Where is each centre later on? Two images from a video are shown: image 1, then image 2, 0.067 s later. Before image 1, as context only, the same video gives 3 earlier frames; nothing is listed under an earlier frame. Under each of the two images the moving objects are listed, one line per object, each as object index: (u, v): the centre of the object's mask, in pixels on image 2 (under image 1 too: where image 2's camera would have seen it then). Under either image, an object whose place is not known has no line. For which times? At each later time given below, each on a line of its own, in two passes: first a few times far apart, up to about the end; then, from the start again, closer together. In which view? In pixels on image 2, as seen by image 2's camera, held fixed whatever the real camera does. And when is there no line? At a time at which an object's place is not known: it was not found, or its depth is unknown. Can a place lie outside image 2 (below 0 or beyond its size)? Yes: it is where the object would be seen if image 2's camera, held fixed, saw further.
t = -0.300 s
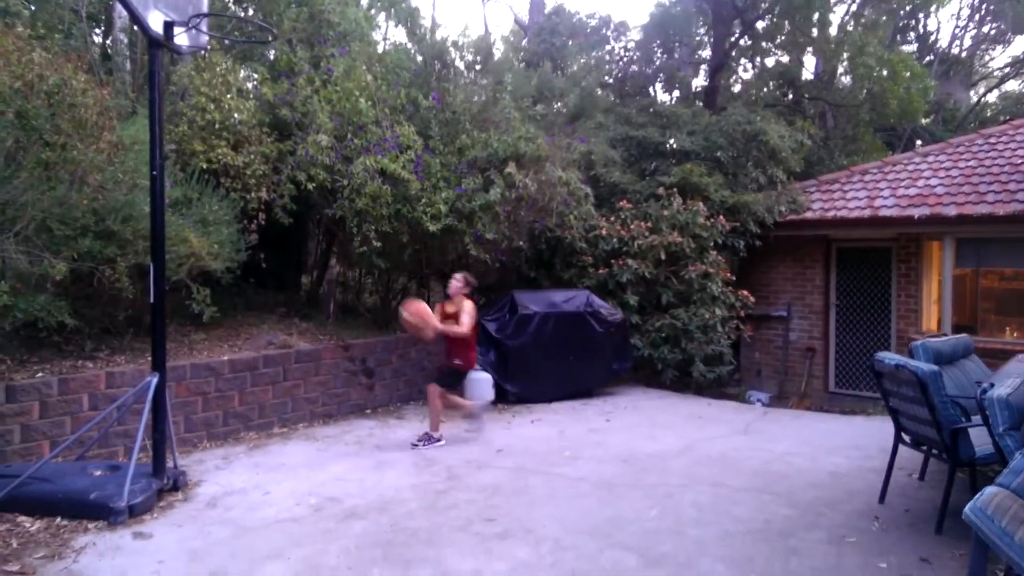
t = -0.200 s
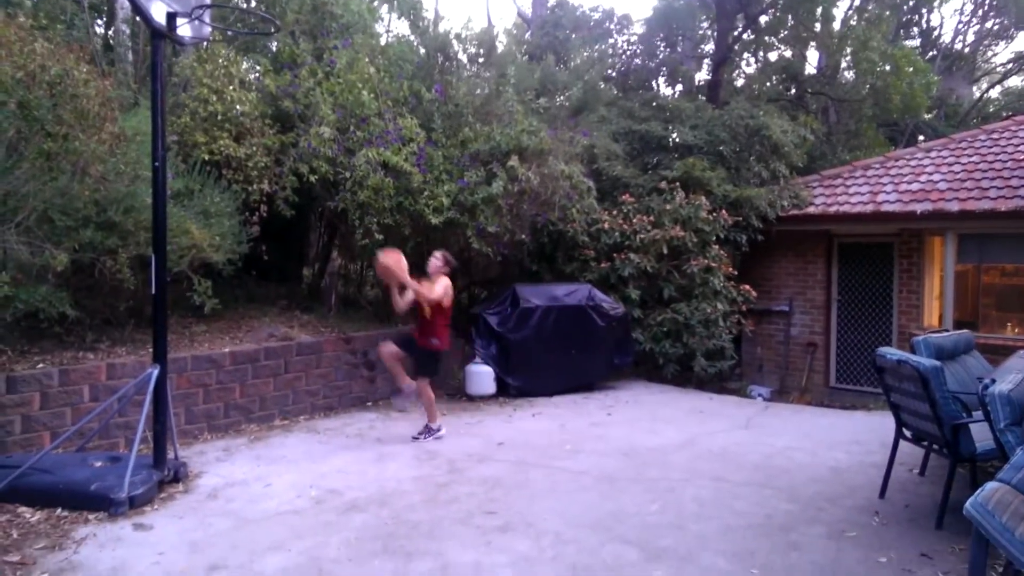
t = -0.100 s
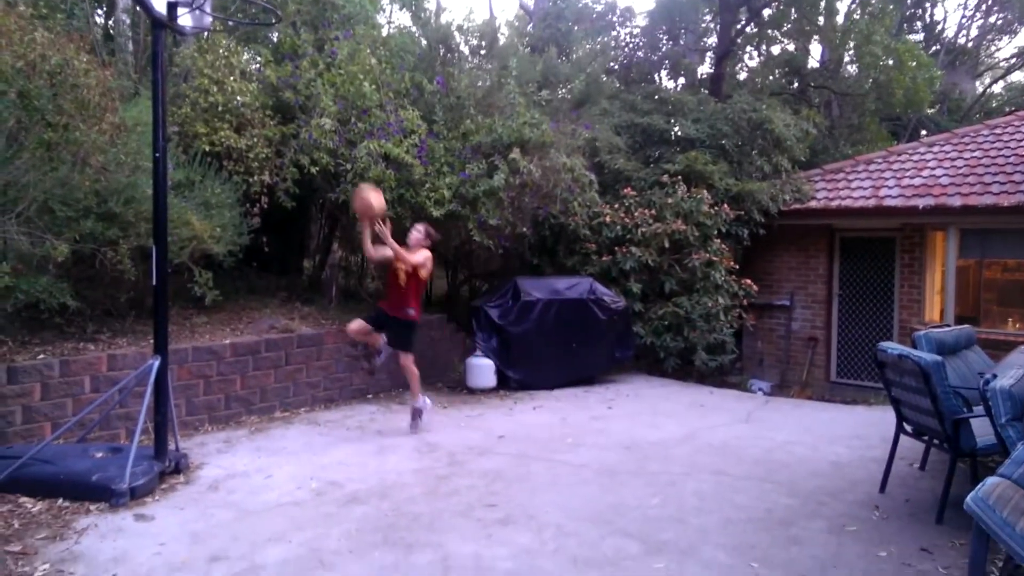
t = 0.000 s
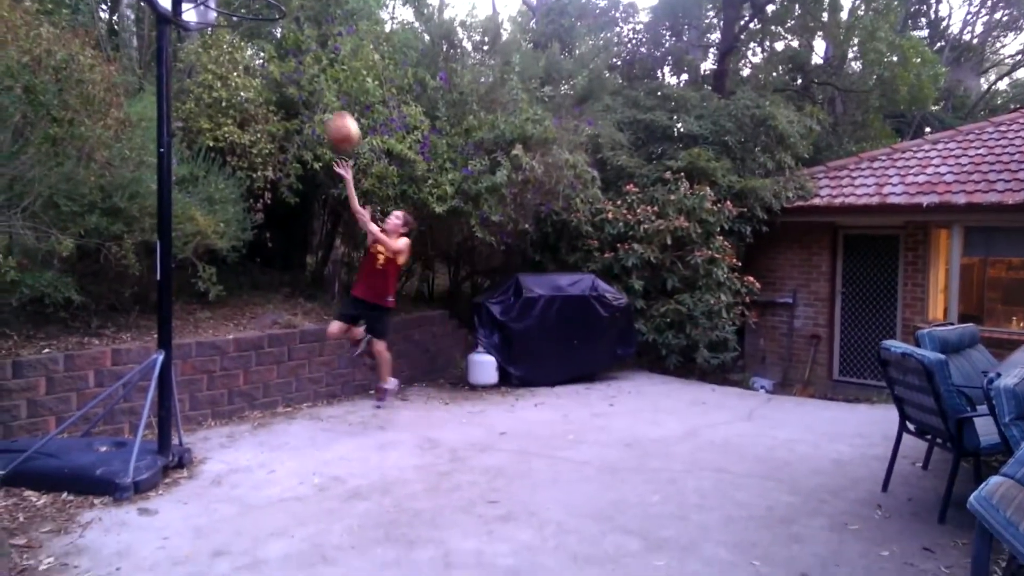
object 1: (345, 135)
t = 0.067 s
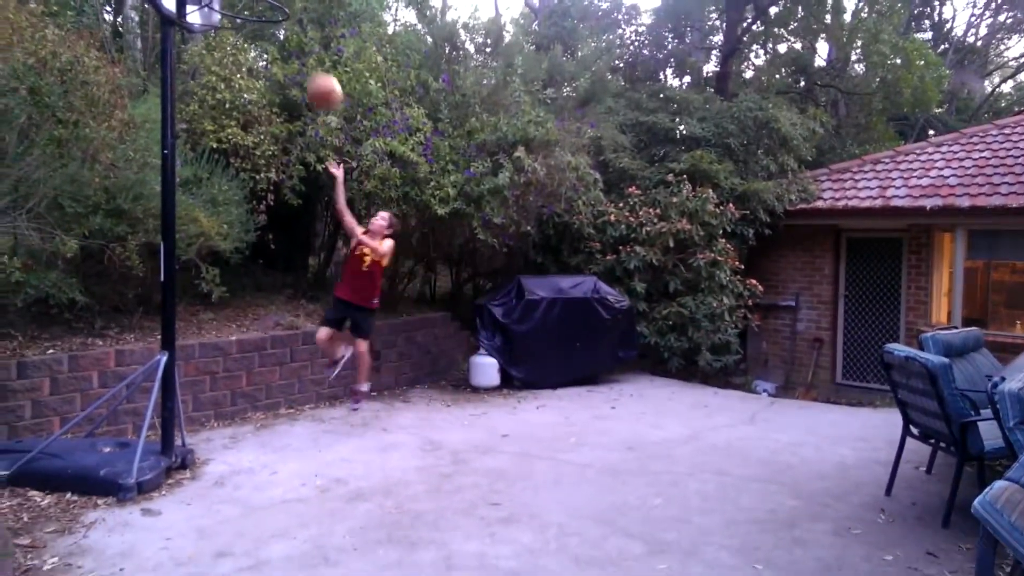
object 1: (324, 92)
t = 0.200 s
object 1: (280, 22)
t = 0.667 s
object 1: (240, 1)
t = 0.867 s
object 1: (252, 53)
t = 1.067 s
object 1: (264, 180)
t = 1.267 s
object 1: (272, 391)
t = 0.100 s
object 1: (313, 73)
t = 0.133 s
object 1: (303, 55)
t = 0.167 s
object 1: (292, 39)
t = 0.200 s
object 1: (280, 22)
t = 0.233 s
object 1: (270, 9)
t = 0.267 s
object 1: (259, 0)
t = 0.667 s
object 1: (240, 1)
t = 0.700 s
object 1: (242, 4)
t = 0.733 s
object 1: (244, 9)
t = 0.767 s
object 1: (246, 18)
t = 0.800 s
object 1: (248, 26)
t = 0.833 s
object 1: (251, 38)
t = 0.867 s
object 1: (252, 53)
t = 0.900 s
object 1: (254, 67)
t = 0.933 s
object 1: (256, 86)
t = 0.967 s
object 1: (258, 106)
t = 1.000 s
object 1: (262, 128)
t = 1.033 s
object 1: (263, 152)
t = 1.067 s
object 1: (264, 180)
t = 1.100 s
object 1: (266, 210)
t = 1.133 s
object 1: (267, 239)
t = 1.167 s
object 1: (271, 273)
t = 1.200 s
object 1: (270, 311)
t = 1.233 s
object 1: (271, 352)
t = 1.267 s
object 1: (272, 391)
